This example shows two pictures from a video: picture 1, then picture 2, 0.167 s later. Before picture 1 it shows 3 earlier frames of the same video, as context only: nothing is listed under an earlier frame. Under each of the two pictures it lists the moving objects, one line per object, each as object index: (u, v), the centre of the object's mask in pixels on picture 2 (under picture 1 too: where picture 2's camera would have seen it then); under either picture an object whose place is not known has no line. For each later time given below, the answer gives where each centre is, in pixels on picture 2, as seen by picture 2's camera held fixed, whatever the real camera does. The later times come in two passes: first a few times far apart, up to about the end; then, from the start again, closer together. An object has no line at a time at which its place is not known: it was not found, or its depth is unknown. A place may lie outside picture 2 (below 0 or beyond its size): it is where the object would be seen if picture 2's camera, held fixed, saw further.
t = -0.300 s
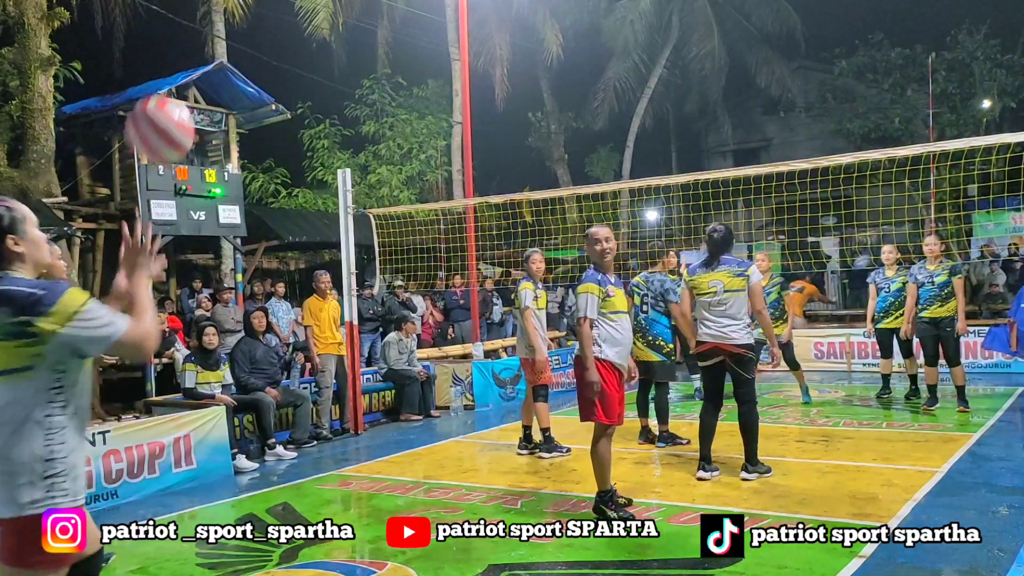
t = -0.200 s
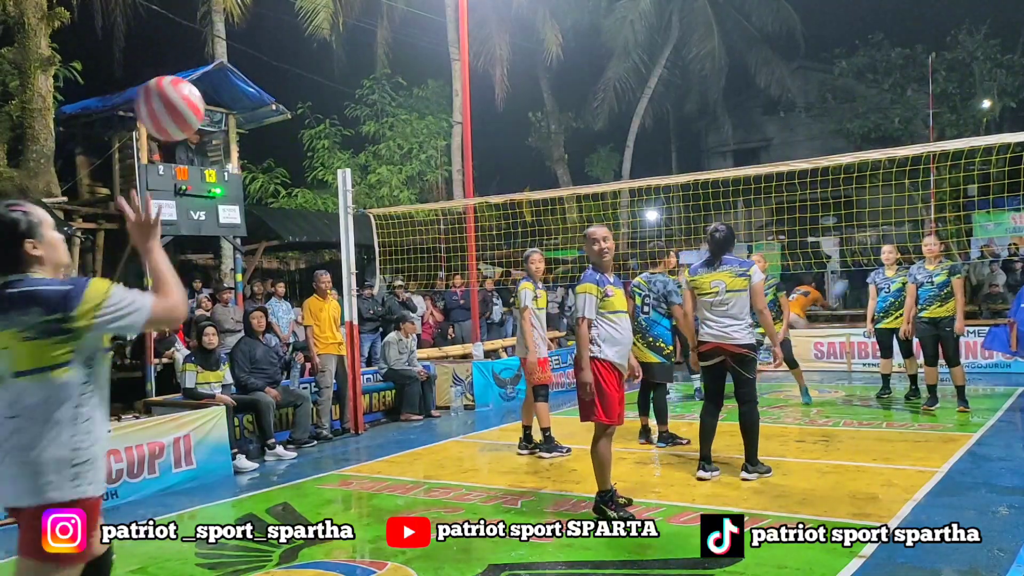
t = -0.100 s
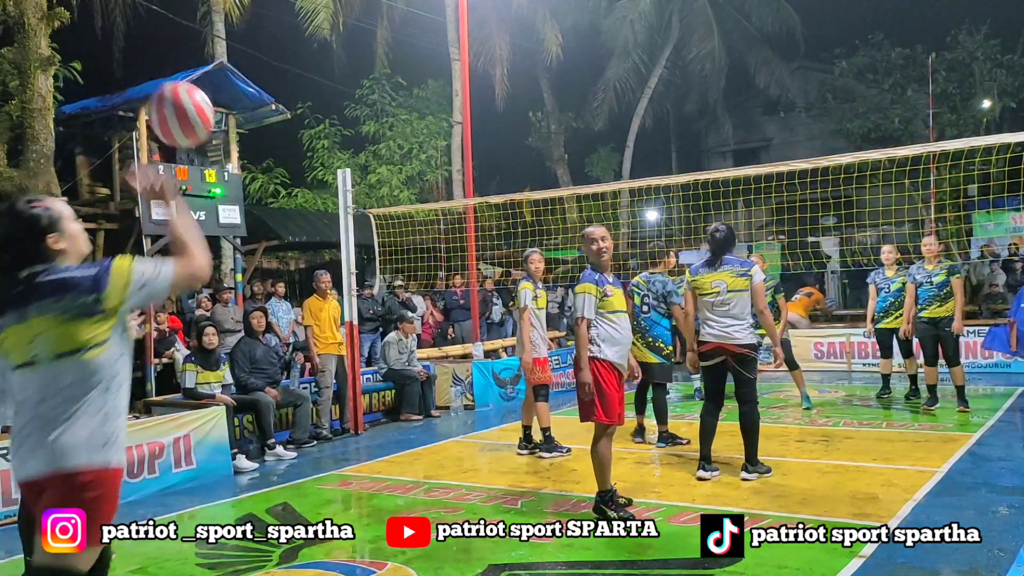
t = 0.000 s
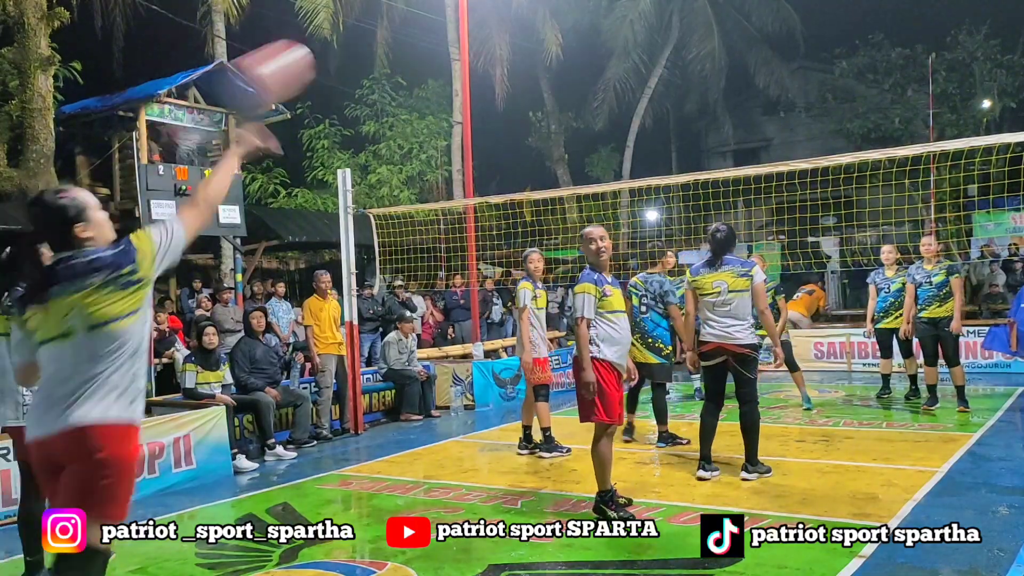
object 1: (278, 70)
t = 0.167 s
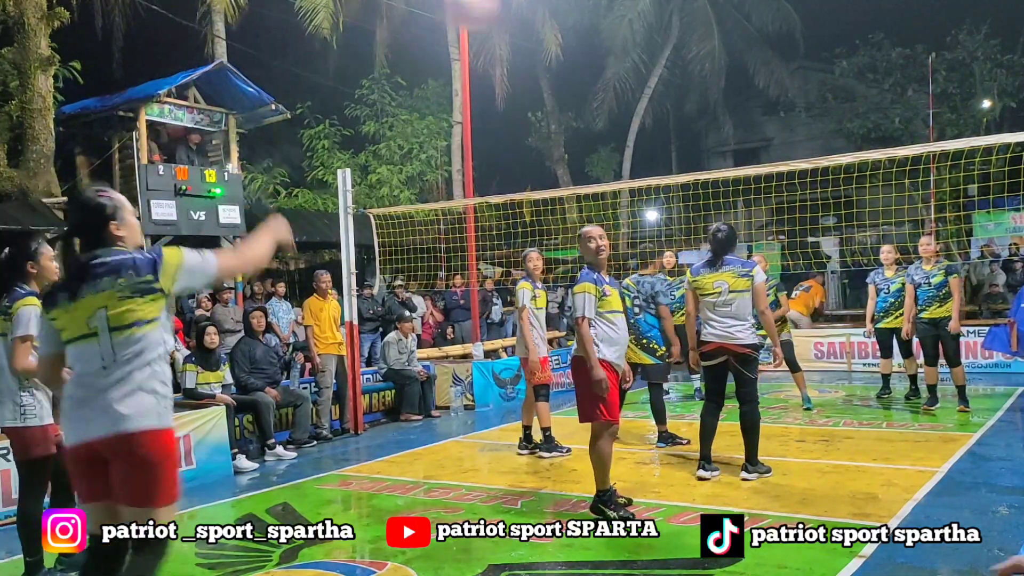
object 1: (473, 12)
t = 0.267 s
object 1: (551, 13)
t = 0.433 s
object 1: (646, 38)
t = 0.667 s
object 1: (736, 127)
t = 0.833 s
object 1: (782, 207)
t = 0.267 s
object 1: (551, 13)
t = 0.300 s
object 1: (572, 14)
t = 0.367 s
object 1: (612, 21)
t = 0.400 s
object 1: (629, 28)
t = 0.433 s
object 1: (646, 38)
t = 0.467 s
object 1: (660, 48)
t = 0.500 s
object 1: (676, 59)
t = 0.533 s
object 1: (689, 71)
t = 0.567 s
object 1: (702, 85)
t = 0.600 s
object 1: (714, 98)
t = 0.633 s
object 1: (725, 112)
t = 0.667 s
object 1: (736, 127)
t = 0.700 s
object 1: (746, 142)
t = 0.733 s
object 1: (754, 153)
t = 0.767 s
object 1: (765, 173)
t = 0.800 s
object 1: (773, 189)
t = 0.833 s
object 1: (782, 207)
